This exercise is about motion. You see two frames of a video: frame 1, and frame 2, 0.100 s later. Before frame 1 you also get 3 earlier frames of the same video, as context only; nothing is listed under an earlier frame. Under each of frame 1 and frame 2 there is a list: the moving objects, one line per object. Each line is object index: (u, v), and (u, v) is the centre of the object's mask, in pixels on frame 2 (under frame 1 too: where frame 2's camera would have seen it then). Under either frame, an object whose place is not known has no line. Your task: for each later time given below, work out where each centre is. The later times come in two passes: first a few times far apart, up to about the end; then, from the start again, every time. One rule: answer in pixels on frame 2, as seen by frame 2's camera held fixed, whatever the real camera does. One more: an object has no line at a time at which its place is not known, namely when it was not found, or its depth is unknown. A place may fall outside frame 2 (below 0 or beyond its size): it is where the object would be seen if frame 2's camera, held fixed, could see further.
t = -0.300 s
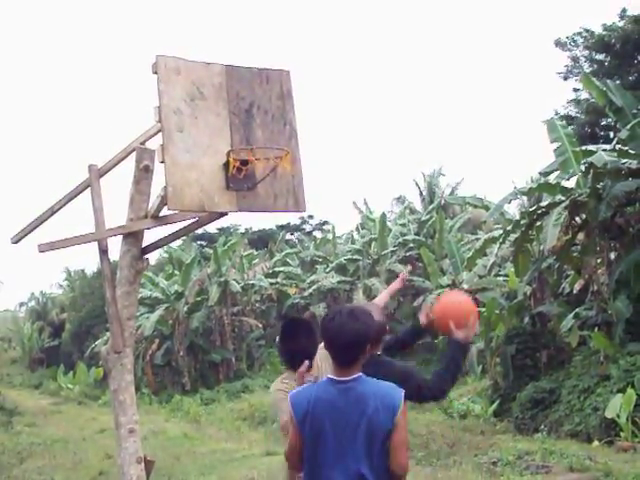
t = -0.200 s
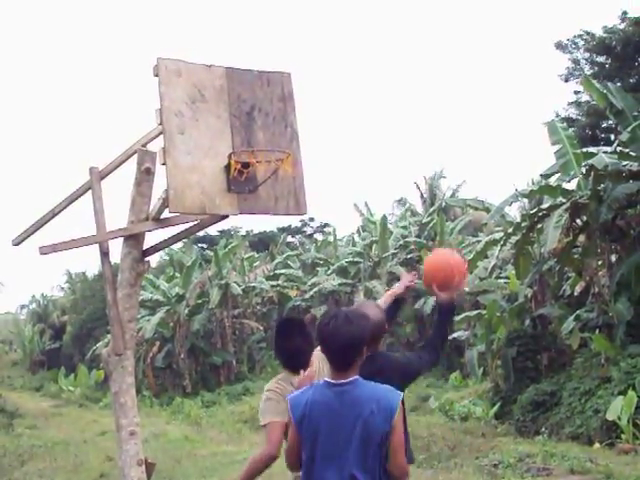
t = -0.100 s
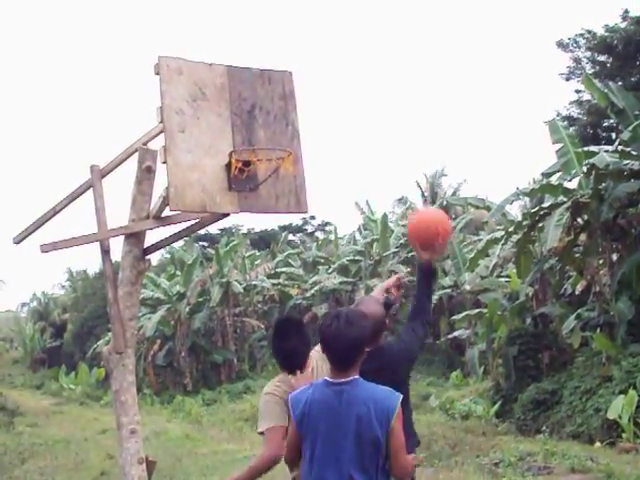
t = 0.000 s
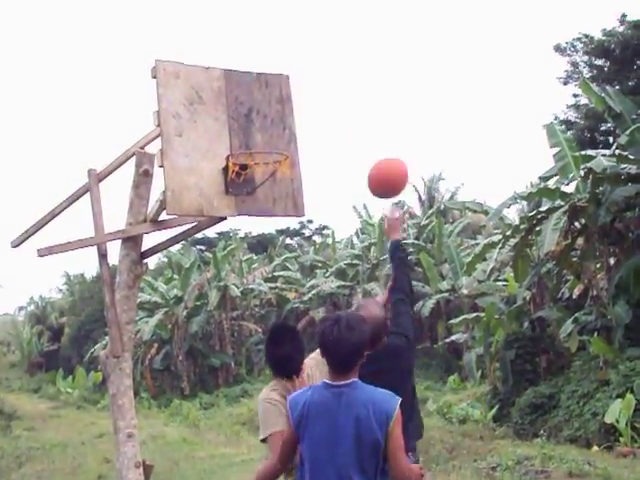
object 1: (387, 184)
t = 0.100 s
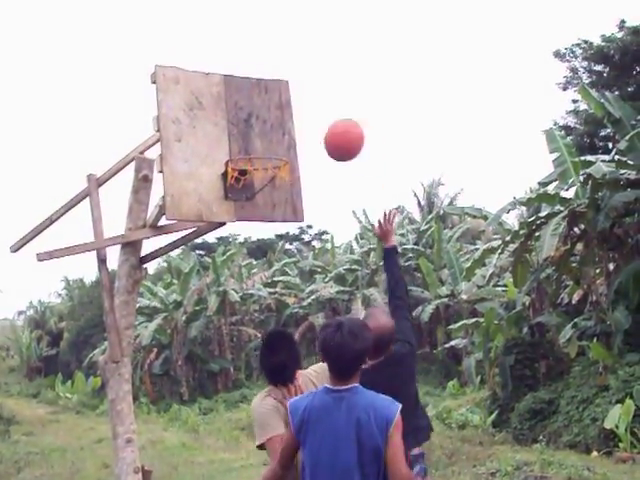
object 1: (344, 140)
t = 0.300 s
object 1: (280, 110)
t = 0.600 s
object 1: (239, 138)
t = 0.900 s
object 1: (217, 138)
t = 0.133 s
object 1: (330, 129)
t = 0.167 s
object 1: (317, 122)
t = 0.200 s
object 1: (302, 116)
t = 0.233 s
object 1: (288, 112)
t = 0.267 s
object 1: (282, 110)
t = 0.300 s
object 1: (280, 110)
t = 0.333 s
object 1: (277, 112)
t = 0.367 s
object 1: (275, 115)
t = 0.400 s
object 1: (273, 120)
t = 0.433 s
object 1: (271, 127)
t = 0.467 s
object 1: (270, 137)
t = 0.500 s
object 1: (265, 141)
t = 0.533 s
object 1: (257, 138)
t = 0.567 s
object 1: (248, 137)
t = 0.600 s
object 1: (239, 138)
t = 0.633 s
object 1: (231, 140)
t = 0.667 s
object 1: (226, 136)
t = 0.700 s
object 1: (219, 134)
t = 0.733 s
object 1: (220, 130)
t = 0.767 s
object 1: (219, 128)
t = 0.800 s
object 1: (219, 128)
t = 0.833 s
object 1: (219, 130)
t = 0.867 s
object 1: (218, 134)
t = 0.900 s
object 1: (217, 138)
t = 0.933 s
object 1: (209, 135)
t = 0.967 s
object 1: (203, 134)
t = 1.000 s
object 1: (196, 136)
